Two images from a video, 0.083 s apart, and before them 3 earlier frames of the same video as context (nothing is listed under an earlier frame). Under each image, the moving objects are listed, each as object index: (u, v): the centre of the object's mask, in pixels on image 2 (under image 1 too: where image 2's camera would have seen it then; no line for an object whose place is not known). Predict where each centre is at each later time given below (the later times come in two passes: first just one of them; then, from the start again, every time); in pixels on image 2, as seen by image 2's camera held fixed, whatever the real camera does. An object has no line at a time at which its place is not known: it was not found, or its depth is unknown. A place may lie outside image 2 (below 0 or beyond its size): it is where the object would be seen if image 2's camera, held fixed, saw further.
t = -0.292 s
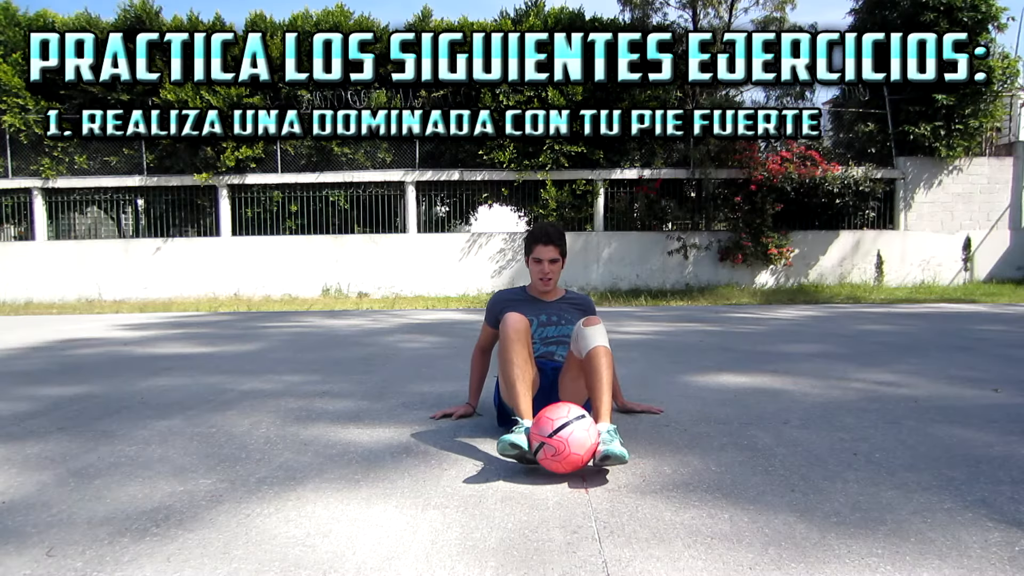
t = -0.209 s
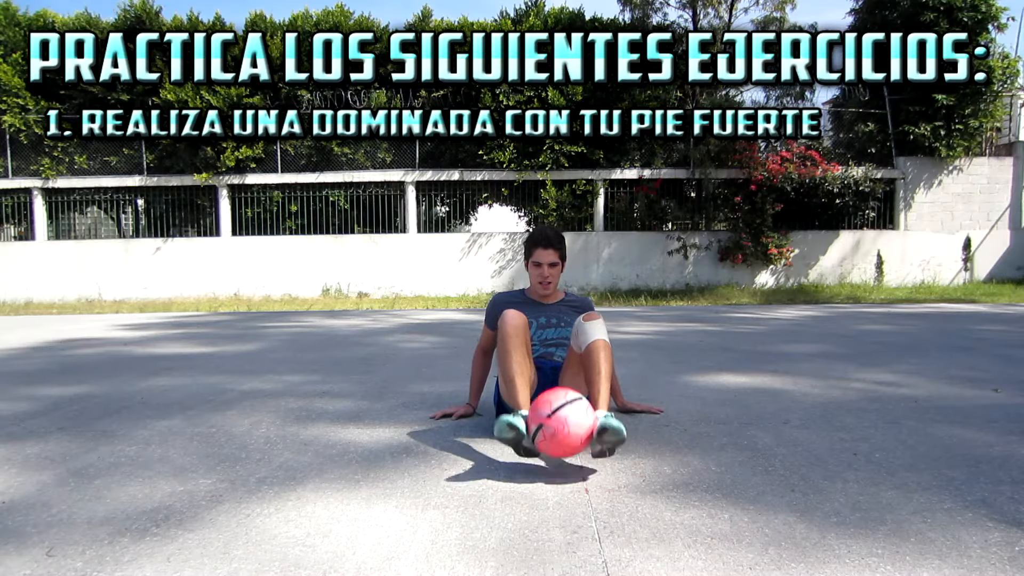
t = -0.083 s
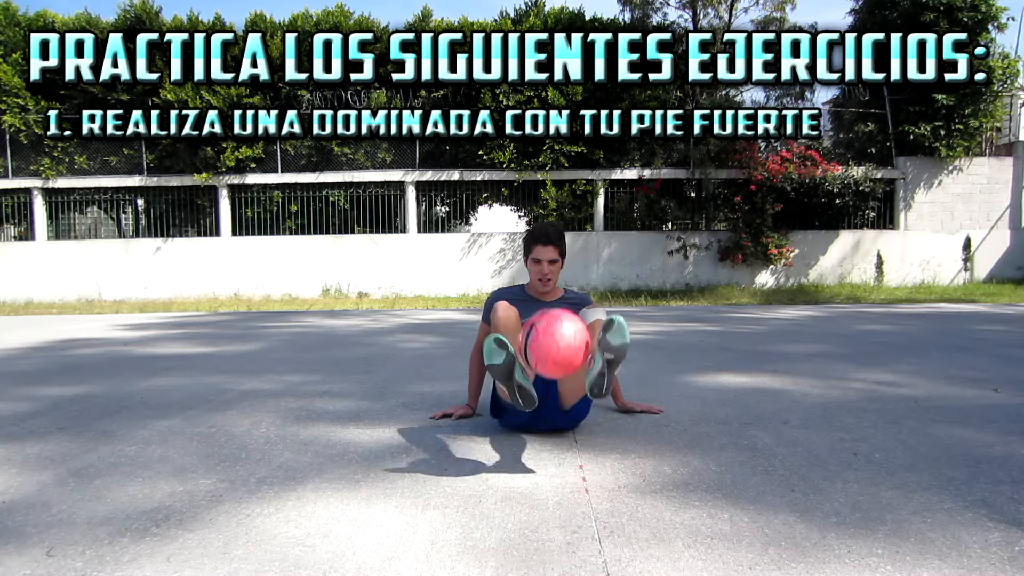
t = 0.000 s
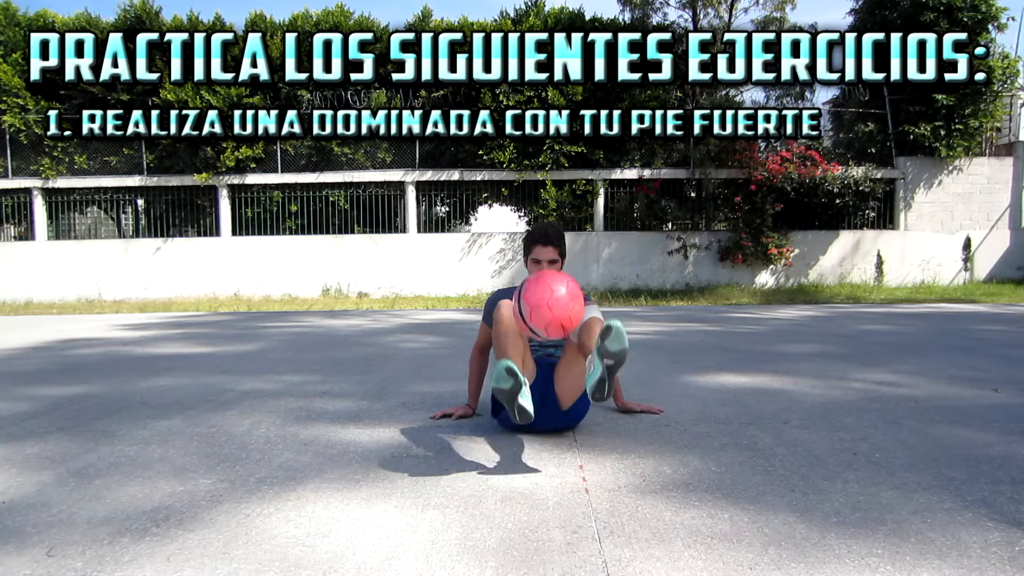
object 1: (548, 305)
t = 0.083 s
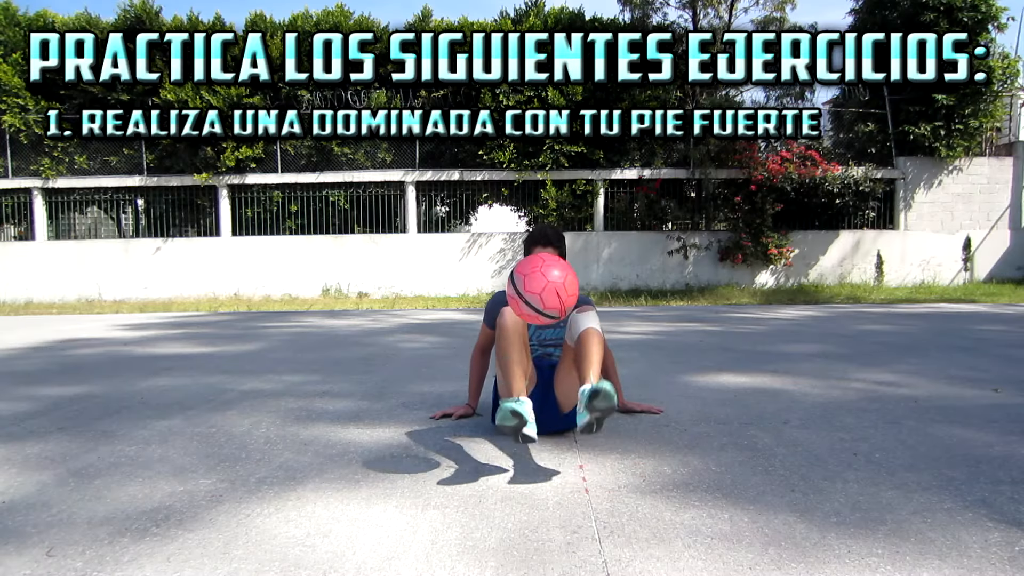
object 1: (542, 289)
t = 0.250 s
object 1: (530, 324)
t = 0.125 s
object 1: (539, 289)
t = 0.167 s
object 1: (536, 295)
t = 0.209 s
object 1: (533, 307)
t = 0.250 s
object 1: (530, 324)
